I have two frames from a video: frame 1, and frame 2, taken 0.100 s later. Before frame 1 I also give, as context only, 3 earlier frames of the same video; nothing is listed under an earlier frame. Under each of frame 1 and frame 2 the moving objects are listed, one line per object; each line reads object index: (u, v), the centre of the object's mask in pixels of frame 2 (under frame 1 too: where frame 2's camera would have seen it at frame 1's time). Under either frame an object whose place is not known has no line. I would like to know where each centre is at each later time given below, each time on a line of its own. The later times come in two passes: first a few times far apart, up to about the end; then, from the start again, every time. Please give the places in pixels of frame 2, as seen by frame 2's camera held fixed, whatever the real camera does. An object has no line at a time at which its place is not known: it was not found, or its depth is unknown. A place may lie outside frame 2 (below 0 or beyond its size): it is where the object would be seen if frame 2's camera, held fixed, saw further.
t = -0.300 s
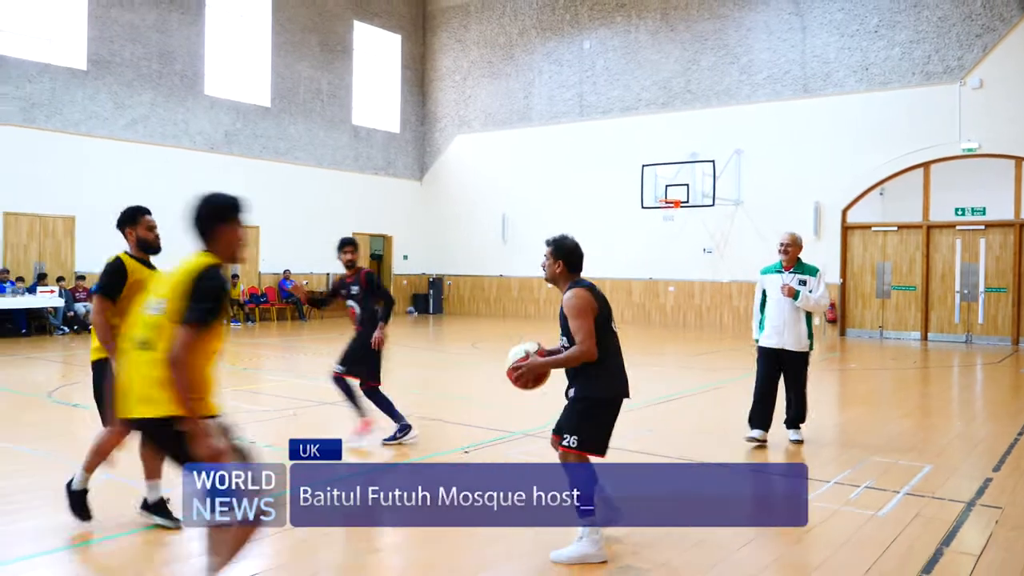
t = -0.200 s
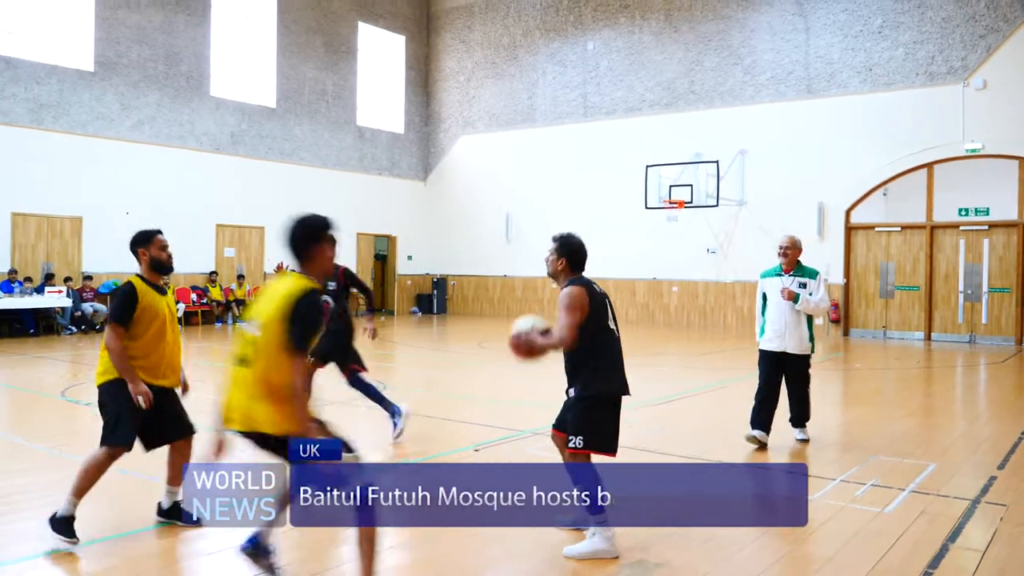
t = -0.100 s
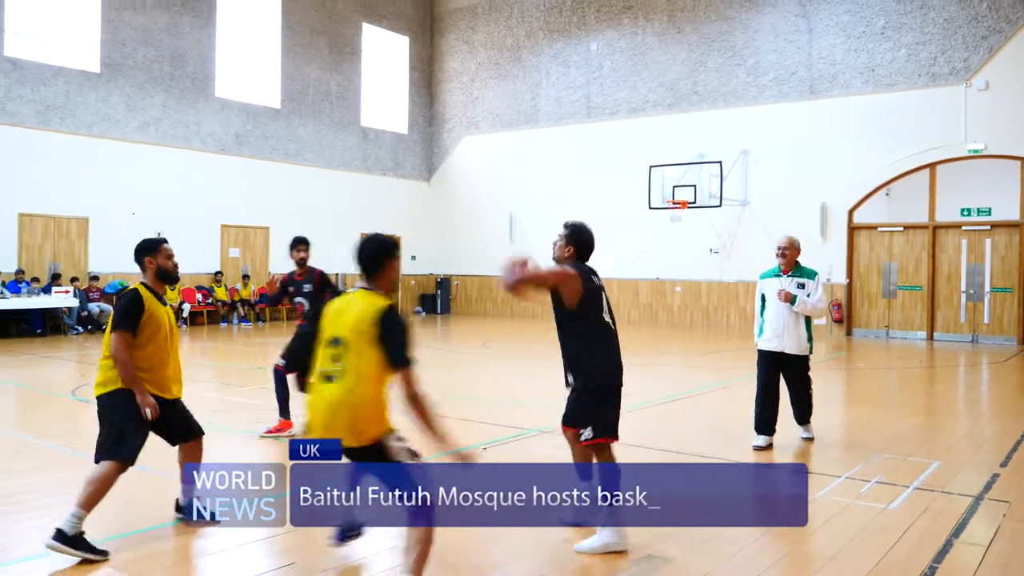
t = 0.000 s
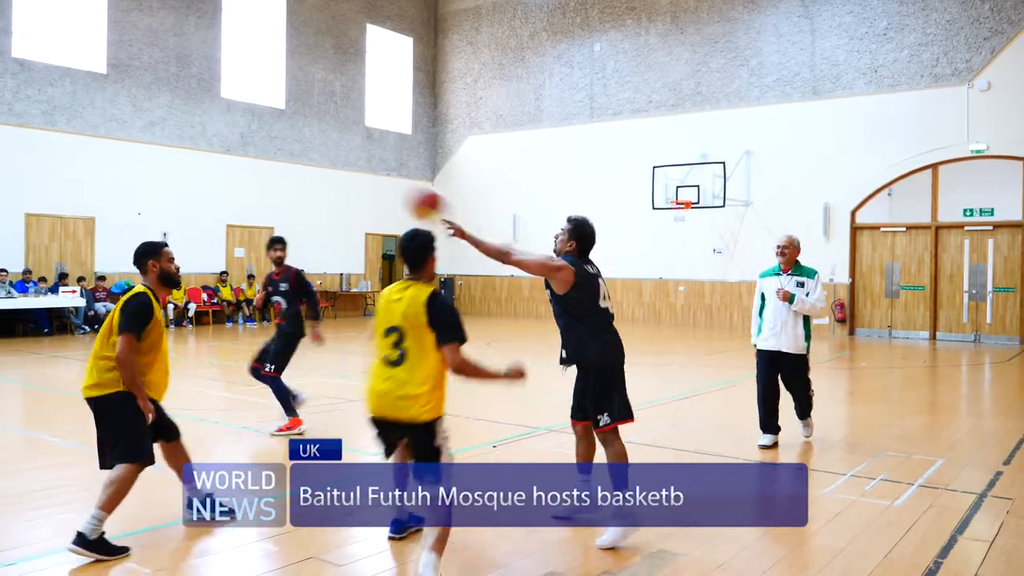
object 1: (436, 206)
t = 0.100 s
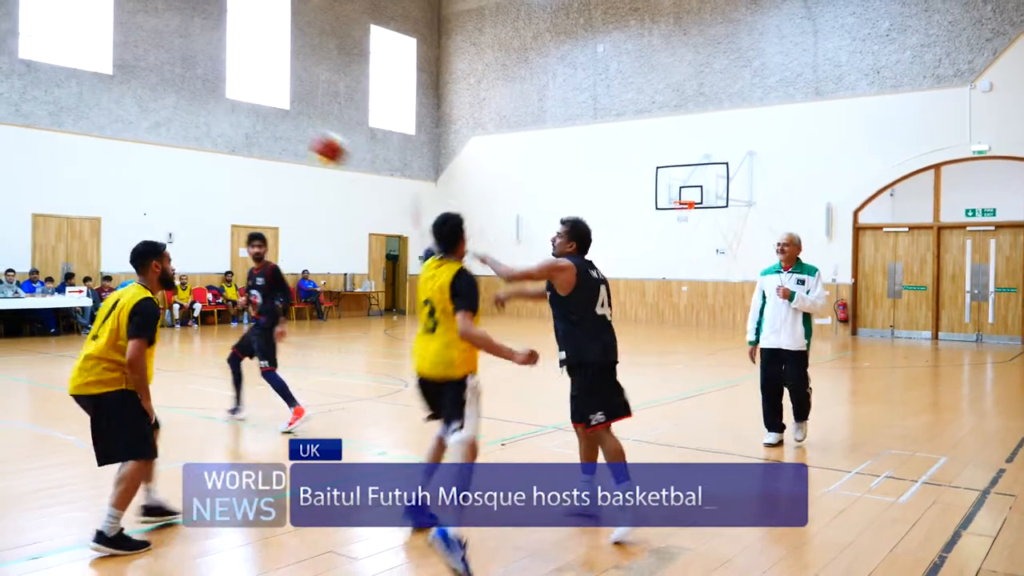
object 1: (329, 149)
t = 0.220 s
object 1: (234, 114)
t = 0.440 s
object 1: (110, 107)
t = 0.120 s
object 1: (311, 140)
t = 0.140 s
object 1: (295, 133)
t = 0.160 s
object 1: (279, 127)
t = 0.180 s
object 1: (264, 122)
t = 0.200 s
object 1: (249, 119)
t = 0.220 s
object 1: (234, 114)
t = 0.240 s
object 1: (220, 111)
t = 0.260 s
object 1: (207, 108)
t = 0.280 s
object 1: (194, 105)
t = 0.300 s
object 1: (182, 105)
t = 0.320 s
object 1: (170, 104)
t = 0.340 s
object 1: (158, 103)
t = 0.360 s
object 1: (147, 104)
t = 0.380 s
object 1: (136, 104)
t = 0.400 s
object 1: (125, 104)
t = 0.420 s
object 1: (117, 105)
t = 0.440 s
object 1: (110, 107)
